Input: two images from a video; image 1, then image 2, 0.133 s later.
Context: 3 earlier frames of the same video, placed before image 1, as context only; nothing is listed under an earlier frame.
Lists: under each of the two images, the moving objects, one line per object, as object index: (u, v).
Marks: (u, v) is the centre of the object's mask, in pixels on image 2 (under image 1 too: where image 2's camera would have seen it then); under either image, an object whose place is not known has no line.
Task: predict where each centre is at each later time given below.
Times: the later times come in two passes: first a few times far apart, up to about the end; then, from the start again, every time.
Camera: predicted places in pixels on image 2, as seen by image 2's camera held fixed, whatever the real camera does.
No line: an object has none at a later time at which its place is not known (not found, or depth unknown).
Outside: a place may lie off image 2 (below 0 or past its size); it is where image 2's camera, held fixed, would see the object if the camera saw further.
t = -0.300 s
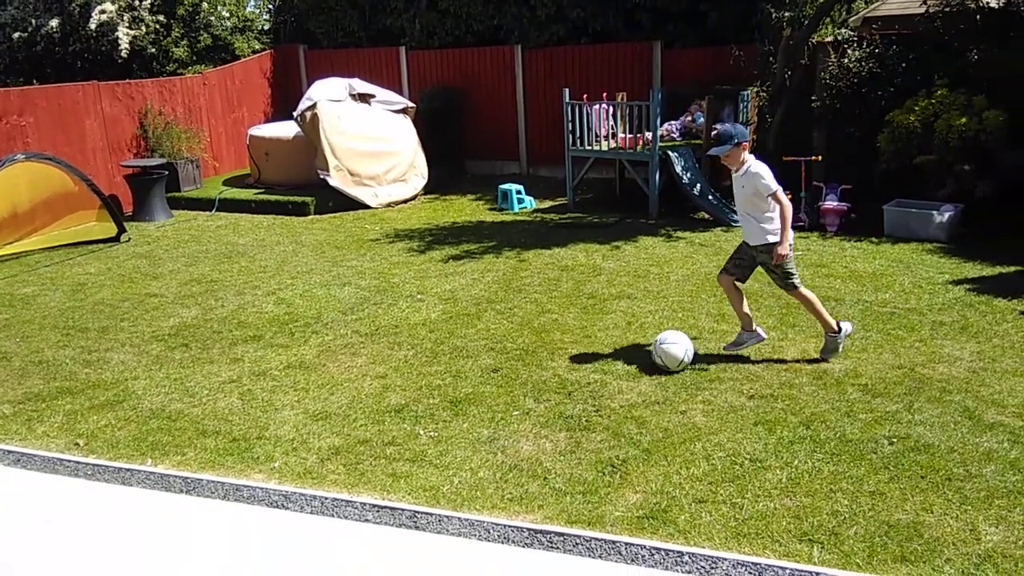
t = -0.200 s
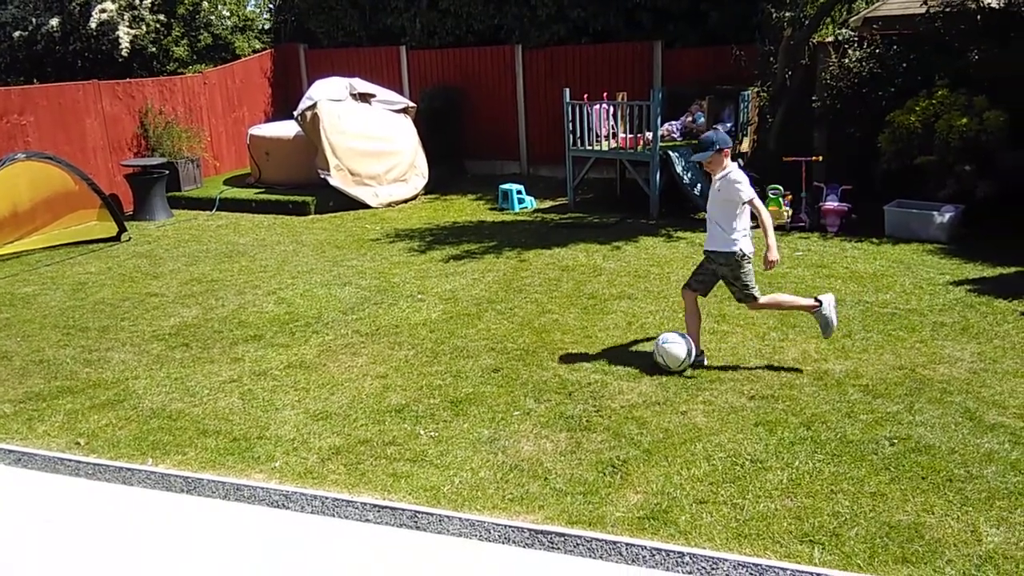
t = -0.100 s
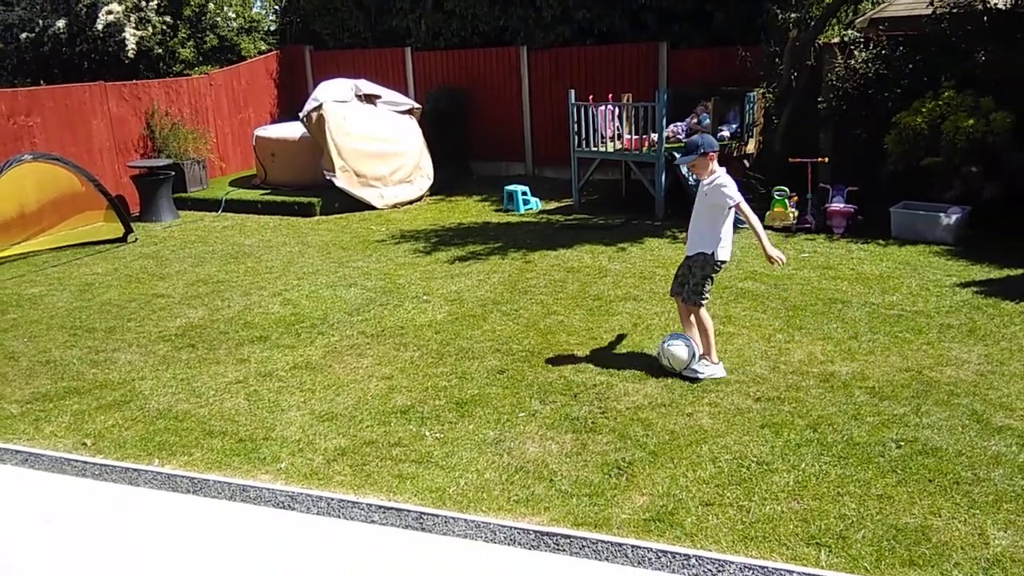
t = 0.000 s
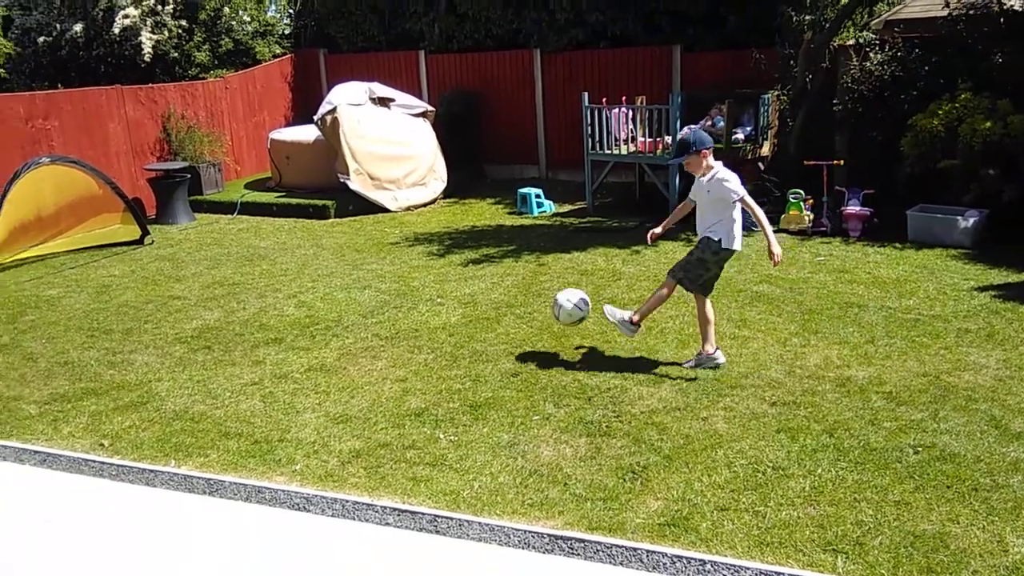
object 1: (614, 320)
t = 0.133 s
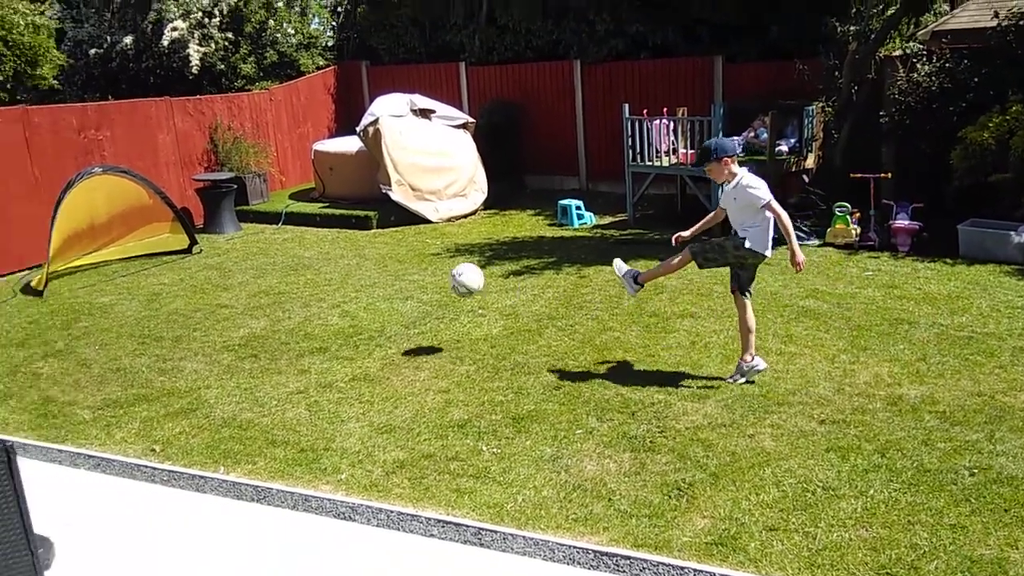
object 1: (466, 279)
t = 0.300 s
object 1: (325, 272)
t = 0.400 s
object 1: (257, 285)
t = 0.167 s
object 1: (435, 274)
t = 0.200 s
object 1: (405, 271)
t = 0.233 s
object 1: (376, 270)
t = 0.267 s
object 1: (349, 270)
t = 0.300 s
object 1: (325, 272)
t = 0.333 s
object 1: (301, 276)
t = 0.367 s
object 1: (278, 280)
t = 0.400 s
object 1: (257, 285)
